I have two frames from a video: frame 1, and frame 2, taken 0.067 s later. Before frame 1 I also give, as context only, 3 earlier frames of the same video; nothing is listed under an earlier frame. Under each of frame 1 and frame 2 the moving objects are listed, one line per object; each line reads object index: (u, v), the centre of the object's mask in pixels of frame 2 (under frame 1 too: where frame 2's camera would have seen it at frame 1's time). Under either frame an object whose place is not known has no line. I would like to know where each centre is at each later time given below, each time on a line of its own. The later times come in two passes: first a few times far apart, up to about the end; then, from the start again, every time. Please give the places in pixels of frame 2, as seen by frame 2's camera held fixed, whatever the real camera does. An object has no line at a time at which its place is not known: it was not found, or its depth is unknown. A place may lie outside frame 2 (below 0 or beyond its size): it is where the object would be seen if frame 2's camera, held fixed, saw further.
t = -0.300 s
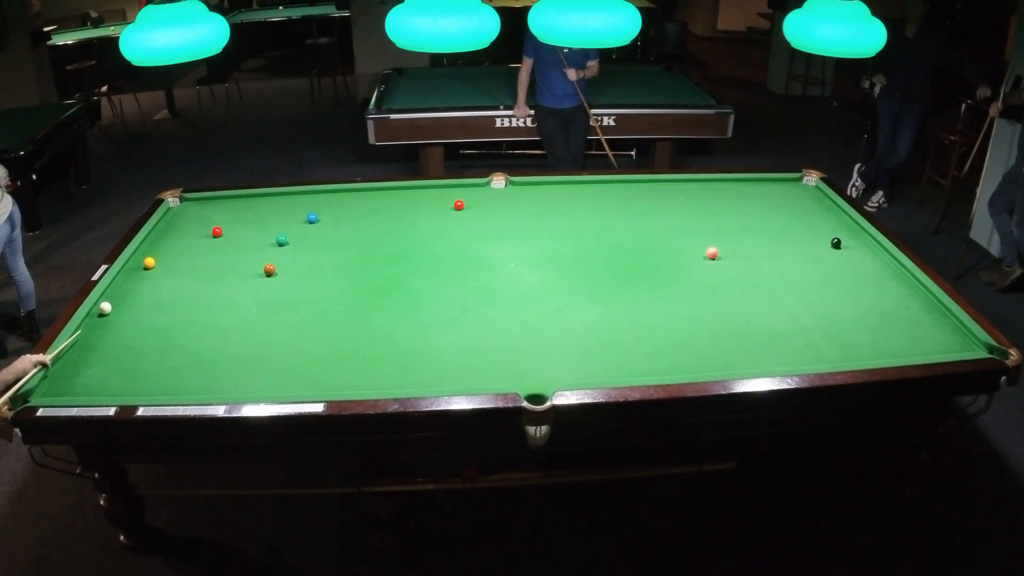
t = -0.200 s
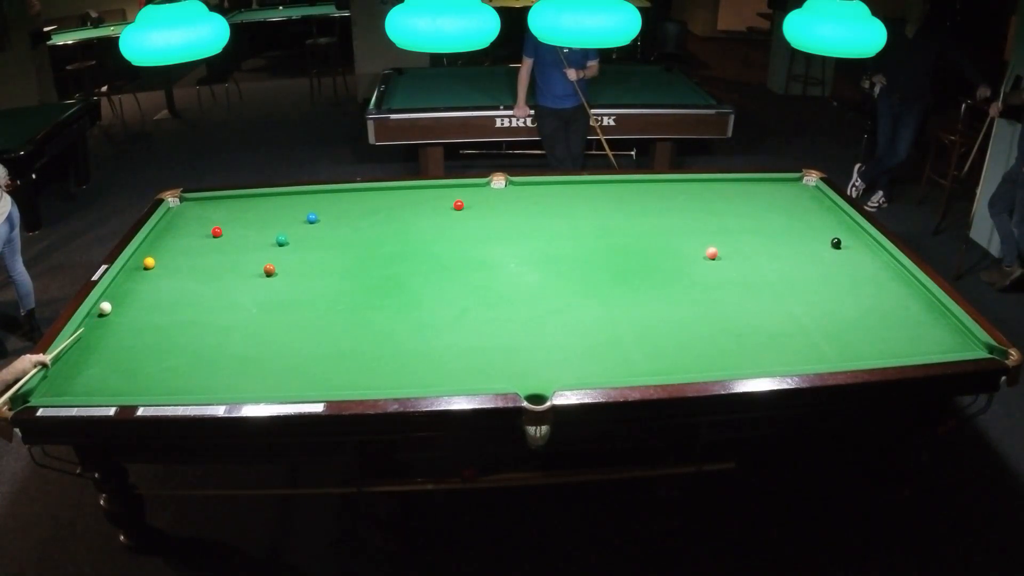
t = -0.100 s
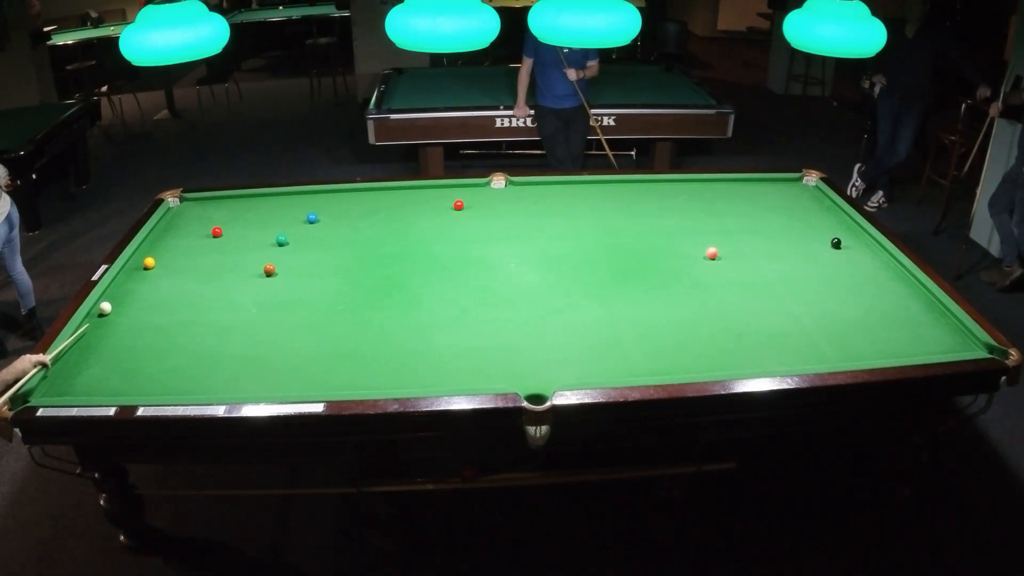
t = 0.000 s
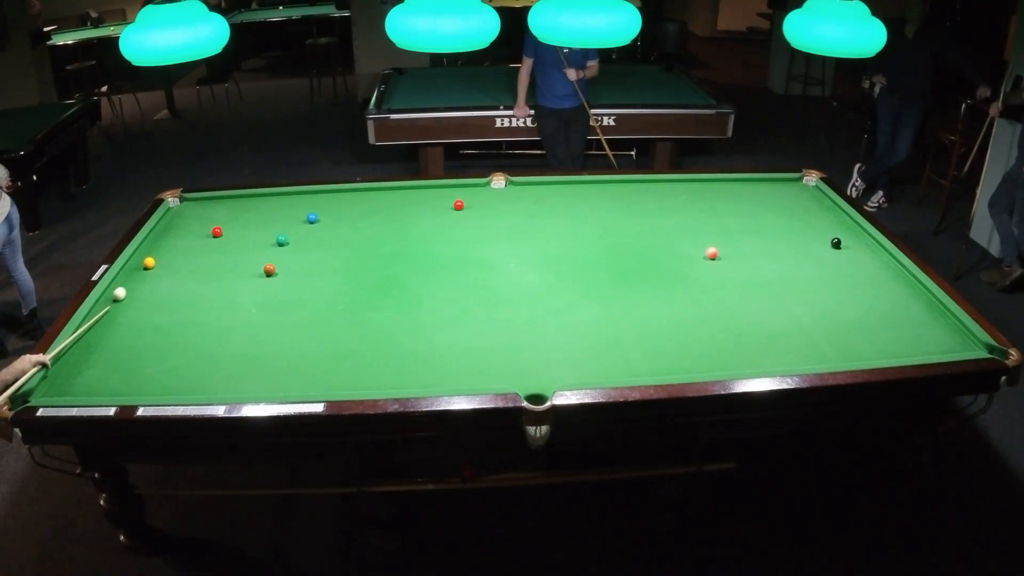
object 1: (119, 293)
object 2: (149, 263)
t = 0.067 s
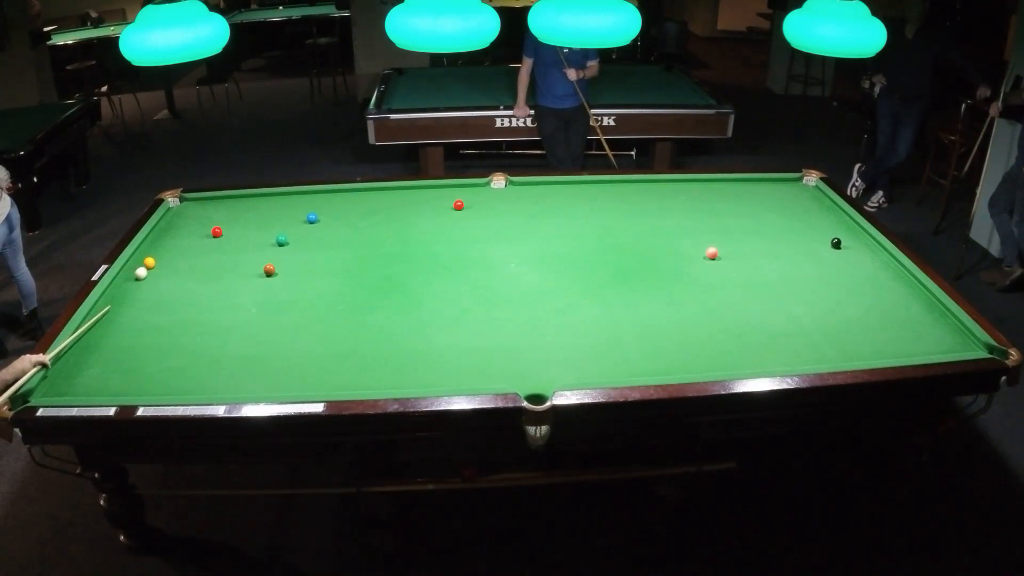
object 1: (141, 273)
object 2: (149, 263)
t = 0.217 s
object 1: (162, 266)
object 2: (162, 237)
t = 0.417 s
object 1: (185, 263)
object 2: (176, 209)
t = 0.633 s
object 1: (209, 260)
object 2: (177, 200)
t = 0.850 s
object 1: (233, 258)
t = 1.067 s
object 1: (255, 255)
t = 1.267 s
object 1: (275, 253)
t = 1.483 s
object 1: (296, 251)
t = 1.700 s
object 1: (315, 249)
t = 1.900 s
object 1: (333, 247)
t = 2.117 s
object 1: (351, 246)
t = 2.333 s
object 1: (368, 244)
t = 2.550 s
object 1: (383, 243)
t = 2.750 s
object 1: (397, 241)
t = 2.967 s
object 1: (411, 240)
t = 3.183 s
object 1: (424, 239)
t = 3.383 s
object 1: (434, 238)
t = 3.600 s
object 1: (445, 237)
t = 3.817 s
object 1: (455, 236)
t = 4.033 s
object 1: (463, 235)
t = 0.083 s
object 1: (146, 268)
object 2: (150, 261)
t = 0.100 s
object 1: (147, 268)
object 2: (150, 259)
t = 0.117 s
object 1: (150, 268)
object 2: (152, 257)
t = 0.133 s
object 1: (152, 267)
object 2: (153, 253)
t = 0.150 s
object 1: (154, 267)
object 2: (155, 250)
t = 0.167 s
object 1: (156, 267)
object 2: (157, 247)
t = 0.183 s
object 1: (158, 267)
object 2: (159, 243)
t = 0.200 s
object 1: (160, 266)
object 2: (160, 240)
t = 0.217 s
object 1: (162, 266)
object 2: (162, 237)
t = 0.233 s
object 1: (164, 266)
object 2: (163, 235)
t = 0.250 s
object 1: (166, 265)
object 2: (165, 232)
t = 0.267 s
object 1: (168, 265)
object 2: (166, 229)
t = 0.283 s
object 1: (170, 265)
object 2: (167, 227)
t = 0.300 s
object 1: (172, 265)
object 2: (168, 225)
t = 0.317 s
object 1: (173, 265)
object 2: (170, 222)
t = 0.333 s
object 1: (175, 264)
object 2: (171, 220)
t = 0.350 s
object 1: (177, 264)
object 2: (172, 218)
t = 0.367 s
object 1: (179, 264)
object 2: (173, 216)
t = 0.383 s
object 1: (181, 264)
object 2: (174, 213)
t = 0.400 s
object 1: (183, 263)
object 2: (175, 211)
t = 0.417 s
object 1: (185, 263)
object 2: (176, 209)
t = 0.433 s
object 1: (187, 263)
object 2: (177, 207)
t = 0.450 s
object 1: (189, 263)
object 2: (179, 205)
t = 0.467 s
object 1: (191, 262)
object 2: (180, 203)
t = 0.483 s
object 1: (192, 262)
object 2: (181, 201)
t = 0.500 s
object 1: (194, 262)
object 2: (182, 199)
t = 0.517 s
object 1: (196, 262)
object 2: (179, 200)
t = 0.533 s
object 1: (198, 262)
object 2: (175, 201)
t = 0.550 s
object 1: (200, 261)
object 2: (174, 201)
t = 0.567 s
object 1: (202, 261)
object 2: (177, 200)
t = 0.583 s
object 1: (204, 261)
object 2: (179, 199)
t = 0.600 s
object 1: (206, 261)
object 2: (180, 199)
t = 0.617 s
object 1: (207, 260)
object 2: (179, 199)
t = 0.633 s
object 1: (209, 260)
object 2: (177, 200)
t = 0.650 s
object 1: (211, 260)
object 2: (176, 200)
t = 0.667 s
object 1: (213, 260)
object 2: (175, 201)
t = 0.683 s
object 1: (215, 260)
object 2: (174, 201)
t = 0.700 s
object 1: (217, 259)
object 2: (175, 201)
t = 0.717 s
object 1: (218, 259)
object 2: (176, 200)
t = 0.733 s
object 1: (220, 259)
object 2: (176, 200)
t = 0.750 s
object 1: (222, 259)
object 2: (177, 200)
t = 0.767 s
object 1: (224, 259)
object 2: (178, 199)
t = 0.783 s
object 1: (225, 258)
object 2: (179, 199)
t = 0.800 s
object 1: (227, 258)
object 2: (179, 199)
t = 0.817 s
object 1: (229, 258)
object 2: (180, 199)
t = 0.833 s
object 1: (231, 258)
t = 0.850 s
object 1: (233, 258)
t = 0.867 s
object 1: (234, 257)
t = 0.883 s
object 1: (236, 257)
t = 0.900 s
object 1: (238, 257)
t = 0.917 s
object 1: (240, 257)
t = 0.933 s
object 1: (241, 257)
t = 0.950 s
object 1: (243, 256)
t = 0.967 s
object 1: (245, 256)
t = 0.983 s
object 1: (247, 256)
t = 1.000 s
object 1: (248, 256)
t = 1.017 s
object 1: (250, 256)
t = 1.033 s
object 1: (251, 255)
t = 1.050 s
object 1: (253, 255)
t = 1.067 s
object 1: (255, 255)
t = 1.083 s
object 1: (257, 255)
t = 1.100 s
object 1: (258, 255)
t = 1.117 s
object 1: (260, 254)
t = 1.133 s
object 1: (262, 254)
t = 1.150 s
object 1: (263, 254)
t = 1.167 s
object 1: (265, 254)
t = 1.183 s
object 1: (266, 254)
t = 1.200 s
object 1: (268, 254)
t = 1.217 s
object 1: (270, 253)
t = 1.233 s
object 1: (271, 253)
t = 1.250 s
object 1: (273, 253)
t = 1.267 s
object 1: (275, 253)
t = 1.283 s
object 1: (276, 253)
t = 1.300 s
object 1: (278, 253)
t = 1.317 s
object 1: (280, 253)
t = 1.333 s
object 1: (281, 252)
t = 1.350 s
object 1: (283, 252)
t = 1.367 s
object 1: (284, 252)
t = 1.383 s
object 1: (286, 251)
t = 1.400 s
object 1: (288, 251)
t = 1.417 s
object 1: (289, 251)
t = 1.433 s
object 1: (291, 251)
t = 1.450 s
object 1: (292, 251)
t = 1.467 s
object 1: (294, 251)
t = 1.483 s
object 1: (296, 251)
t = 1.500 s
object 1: (297, 251)
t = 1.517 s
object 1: (299, 250)
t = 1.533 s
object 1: (300, 250)
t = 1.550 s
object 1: (302, 250)
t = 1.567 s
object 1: (303, 250)
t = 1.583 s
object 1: (305, 250)
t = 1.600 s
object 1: (306, 250)
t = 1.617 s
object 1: (308, 250)
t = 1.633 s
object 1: (309, 250)
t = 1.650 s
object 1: (311, 249)
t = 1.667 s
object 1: (312, 249)
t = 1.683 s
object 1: (314, 249)
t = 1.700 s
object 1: (315, 249)
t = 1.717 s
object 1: (317, 249)
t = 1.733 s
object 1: (318, 249)
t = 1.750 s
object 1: (320, 248)
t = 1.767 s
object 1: (321, 248)
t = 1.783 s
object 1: (323, 248)
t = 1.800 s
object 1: (324, 248)
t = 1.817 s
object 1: (326, 248)
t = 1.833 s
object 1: (327, 248)
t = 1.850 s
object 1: (328, 248)
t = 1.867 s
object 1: (330, 248)
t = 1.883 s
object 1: (331, 247)
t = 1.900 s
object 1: (333, 247)
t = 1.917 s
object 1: (334, 247)
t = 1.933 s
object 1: (336, 247)
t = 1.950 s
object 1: (337, 247)
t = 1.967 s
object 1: (338, 247)
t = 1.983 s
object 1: (340, 247)
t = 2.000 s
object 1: (341, 246)
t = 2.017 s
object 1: (342, 246)
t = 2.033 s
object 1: (344, 246)
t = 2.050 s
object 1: (345, 246)
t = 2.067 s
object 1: (347, 246)
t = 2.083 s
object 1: (348, 246)
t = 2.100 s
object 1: (349, 246)
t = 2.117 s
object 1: (351, 246)
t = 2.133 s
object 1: (352, 245)
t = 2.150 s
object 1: (353, 245)
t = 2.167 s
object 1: (355, 245)
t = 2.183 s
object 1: (356, 245)
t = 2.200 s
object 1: (357, 245)
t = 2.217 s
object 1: (359, 245)
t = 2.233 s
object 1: (360, 245)
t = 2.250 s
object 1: (361, 245)
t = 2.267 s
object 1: (362, 245)
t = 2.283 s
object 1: (364, 244)
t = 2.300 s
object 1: (365, 244)
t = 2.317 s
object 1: (366, 244)
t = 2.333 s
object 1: (368, 244)
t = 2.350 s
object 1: (369, 244)
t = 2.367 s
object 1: (370, 244)
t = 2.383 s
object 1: (371, 244)
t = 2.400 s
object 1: (373, 243)
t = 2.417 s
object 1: (374, 243)
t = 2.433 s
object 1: (375, 243)
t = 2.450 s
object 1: (376, 243)
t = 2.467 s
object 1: (377, 243)
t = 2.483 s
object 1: (379, 243)
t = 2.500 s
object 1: (380, 243)
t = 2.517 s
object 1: (381, 243)
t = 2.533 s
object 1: (382, 243)
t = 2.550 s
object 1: (383, 243)
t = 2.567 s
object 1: (385, 243)
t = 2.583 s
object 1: (386, 242)
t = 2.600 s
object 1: (387, 242)
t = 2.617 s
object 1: (388, 242)
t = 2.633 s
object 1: (389, 242)
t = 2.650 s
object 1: (390, 242)
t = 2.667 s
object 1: (392, 242)
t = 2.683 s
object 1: (393, 242)
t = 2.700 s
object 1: (394, 242)
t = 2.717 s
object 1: (395, 242)
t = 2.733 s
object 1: (396, 242)
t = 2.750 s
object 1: (397, 241)
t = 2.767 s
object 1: (398, 241)
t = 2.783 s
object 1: (399, 241)
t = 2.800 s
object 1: (401, 241)
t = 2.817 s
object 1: (401, 241)
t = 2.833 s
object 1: (403, 241)
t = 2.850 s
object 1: (404, 241)
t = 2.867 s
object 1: (405, 241)
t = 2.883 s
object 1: (406, 240)
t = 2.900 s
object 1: (407, 240)
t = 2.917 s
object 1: (408, 241)
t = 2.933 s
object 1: (409, 240)
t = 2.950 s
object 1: (410, 240)
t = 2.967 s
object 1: (411, 240)
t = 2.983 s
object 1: (412, 240)
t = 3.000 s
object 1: (413, 240)
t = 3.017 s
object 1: (414, 240)
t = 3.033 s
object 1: (415, 240)
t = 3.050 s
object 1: (416, 240)
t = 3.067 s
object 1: (417, 240)
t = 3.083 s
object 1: (418, 239)
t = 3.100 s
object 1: (419, 239)
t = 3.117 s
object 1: (420, 239)
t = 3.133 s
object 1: (421, 239)
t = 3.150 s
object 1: (422, 239)
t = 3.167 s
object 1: (423, 239)
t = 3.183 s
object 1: (424, 239)
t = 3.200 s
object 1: (425, 239)
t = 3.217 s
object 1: (426, 239)
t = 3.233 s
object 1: (426, 239)
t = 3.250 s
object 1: (427, 239)
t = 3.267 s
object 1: (428, 238)
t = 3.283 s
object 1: (429, 238)
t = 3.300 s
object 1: (430, 238)
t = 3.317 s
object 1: (431, 238)
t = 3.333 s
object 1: (432, 238)
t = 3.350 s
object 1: (433, 238)
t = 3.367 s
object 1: (434, 238)
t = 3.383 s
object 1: (434, 238)
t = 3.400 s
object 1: (435, 238)
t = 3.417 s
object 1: (436, 238)
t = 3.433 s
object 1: (437, 238)
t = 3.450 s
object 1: (438, 238)
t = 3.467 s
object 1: (439, 237)
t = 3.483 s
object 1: (440, 237)
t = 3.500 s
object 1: (440, 237)
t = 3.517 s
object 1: (441, 237)
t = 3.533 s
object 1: (442, 237)
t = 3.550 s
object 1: (443, 237)
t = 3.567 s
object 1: (444, 237)
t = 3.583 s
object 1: (444, 237)
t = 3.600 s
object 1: (445, 237)
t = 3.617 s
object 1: (446, 237)
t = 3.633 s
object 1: (447, 237)
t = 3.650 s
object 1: (447, 237)
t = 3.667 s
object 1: (448, 236)
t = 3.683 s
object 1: (449, 236)
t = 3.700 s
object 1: (450, 236)
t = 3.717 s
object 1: (450, 236)
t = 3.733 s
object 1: (451, 236)
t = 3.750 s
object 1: (452, 236)
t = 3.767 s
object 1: (453, 236)
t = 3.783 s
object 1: (453, 236)
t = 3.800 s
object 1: (454, 236)
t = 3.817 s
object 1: (455, 236)
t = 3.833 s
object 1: (455, 236)
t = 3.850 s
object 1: (456, 236)
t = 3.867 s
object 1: (457, 236)
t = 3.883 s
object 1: (457, 235)
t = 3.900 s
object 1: (458, 235)
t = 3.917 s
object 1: (459, 235)
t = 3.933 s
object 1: (459, 235)
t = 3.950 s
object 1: (460, 235)
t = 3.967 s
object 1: (461, 235)
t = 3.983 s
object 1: (461, 235)
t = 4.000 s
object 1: (462, 235)
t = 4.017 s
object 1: (463, 235)
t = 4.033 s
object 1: (463, 235)
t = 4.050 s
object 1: (464, 235)
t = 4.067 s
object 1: (464, 235)
